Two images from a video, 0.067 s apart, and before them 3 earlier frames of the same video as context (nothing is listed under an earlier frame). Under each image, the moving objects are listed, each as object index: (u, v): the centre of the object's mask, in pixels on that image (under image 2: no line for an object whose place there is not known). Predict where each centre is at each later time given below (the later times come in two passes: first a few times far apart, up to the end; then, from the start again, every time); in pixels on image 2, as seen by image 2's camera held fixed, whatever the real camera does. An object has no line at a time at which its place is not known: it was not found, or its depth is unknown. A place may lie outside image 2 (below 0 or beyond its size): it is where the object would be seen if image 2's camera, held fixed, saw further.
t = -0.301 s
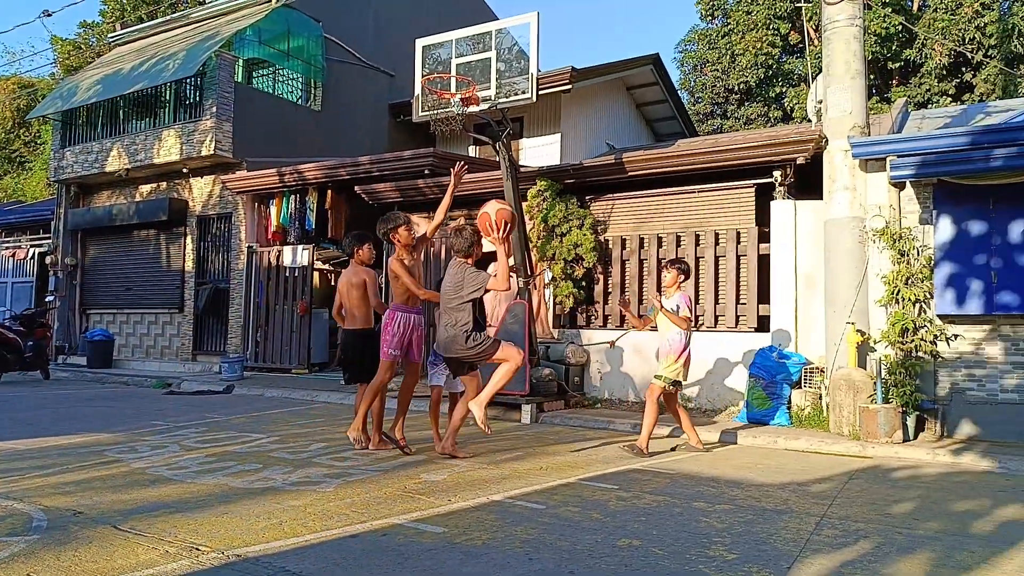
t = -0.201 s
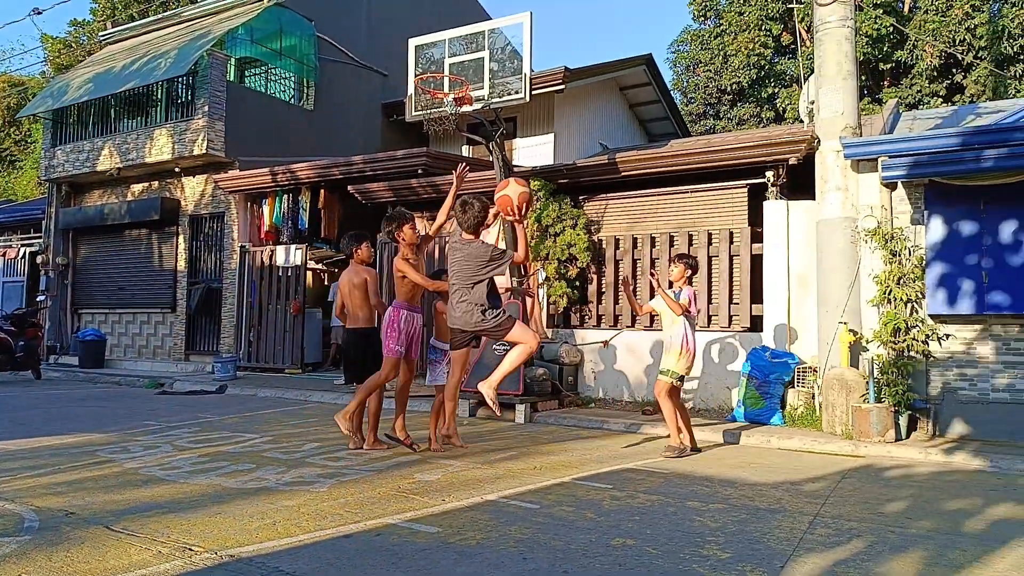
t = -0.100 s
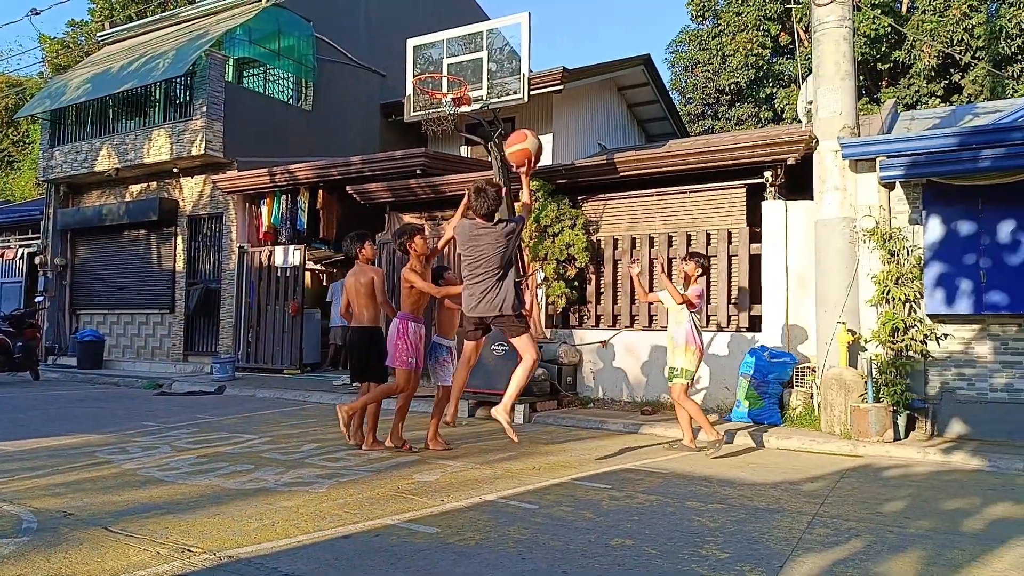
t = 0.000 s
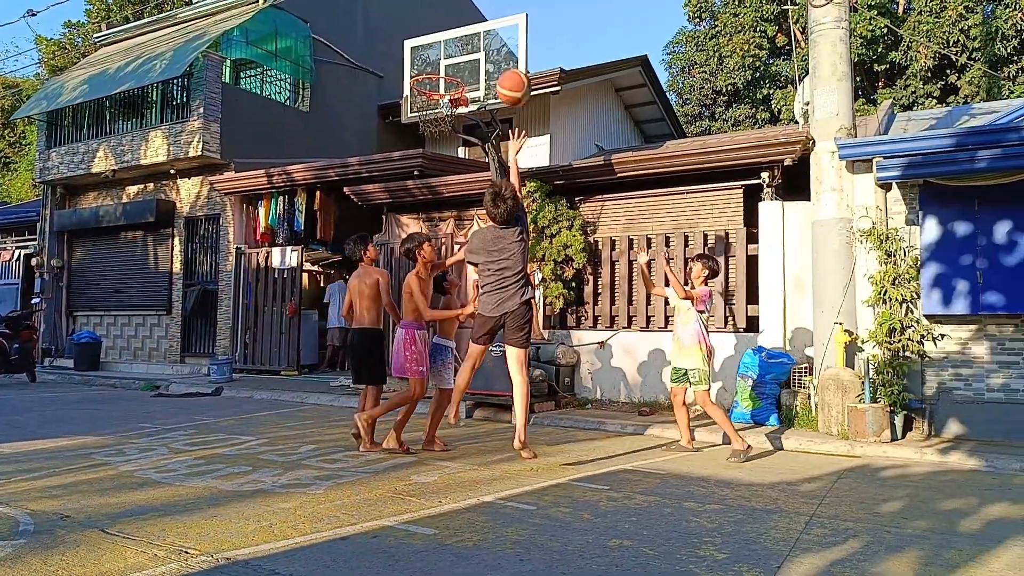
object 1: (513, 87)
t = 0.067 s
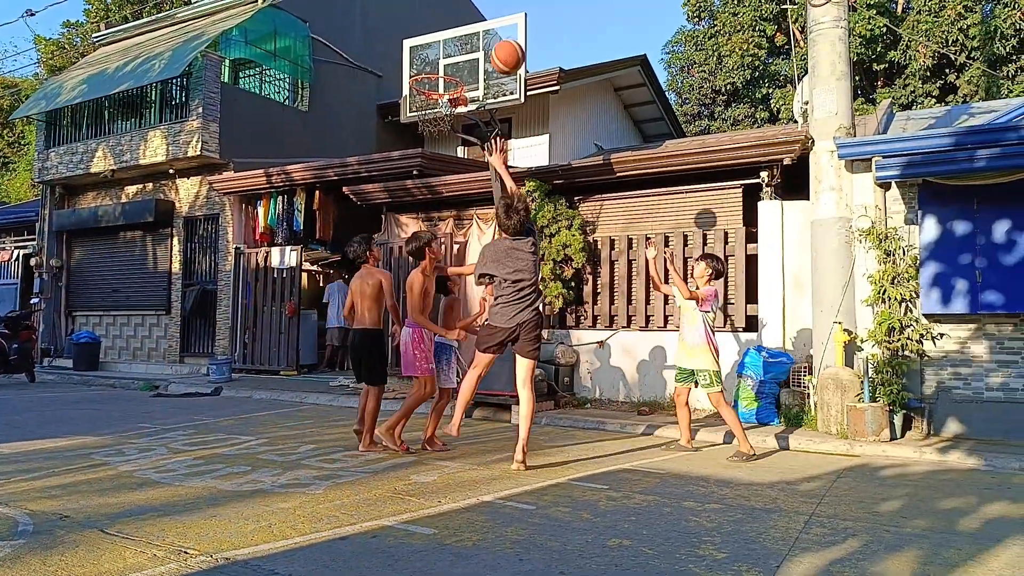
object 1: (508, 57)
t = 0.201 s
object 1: (497, 19)
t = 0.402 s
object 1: (484, 12)
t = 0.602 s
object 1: (469, 40)
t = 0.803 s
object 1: (430, 79)
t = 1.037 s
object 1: (444, 122)
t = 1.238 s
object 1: (441, 130)
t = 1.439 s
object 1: (437, 179)
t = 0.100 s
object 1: (505, 44)
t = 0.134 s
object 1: (503, 34)
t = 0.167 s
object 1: (500, 26)
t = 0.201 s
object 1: (497, 19)
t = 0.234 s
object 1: (495, 15)
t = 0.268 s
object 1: (493, 12)
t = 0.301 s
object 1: (491, 11)
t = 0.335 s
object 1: (489, 11)
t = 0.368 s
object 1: (487, 11)
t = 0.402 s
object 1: (484, 12)
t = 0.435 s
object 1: (483, 14)
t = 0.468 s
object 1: (481, 18)
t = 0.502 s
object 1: (479, 23)
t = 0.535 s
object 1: (477, 29)
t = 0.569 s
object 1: (475, 37)
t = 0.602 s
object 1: (469, 40)
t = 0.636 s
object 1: (463, 43)
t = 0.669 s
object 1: (457, 46)
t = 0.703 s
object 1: (450, 53)
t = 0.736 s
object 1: (443, 60)
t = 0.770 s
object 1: (436, 66)
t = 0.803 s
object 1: (430, 79)
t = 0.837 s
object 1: (432, 86)
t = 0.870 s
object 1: (434, 93)
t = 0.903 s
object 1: (437, 102)
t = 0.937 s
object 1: (439, 110)
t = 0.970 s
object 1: (441, 115)
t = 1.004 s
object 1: (443, 120)
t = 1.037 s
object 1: (444, 122)
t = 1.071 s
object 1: (443, 123)
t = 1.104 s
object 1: (443, 124)
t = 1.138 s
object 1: (443, 124)
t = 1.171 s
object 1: (443, 124)
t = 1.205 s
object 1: (442, 126)
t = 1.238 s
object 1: (441, 130)
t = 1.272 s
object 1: (440, 134)
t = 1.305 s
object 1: (439, 140)
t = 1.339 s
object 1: (439, 148)
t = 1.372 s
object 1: (438, 157)
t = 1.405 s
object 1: (438, 167)
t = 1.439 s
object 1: (437, 179)
